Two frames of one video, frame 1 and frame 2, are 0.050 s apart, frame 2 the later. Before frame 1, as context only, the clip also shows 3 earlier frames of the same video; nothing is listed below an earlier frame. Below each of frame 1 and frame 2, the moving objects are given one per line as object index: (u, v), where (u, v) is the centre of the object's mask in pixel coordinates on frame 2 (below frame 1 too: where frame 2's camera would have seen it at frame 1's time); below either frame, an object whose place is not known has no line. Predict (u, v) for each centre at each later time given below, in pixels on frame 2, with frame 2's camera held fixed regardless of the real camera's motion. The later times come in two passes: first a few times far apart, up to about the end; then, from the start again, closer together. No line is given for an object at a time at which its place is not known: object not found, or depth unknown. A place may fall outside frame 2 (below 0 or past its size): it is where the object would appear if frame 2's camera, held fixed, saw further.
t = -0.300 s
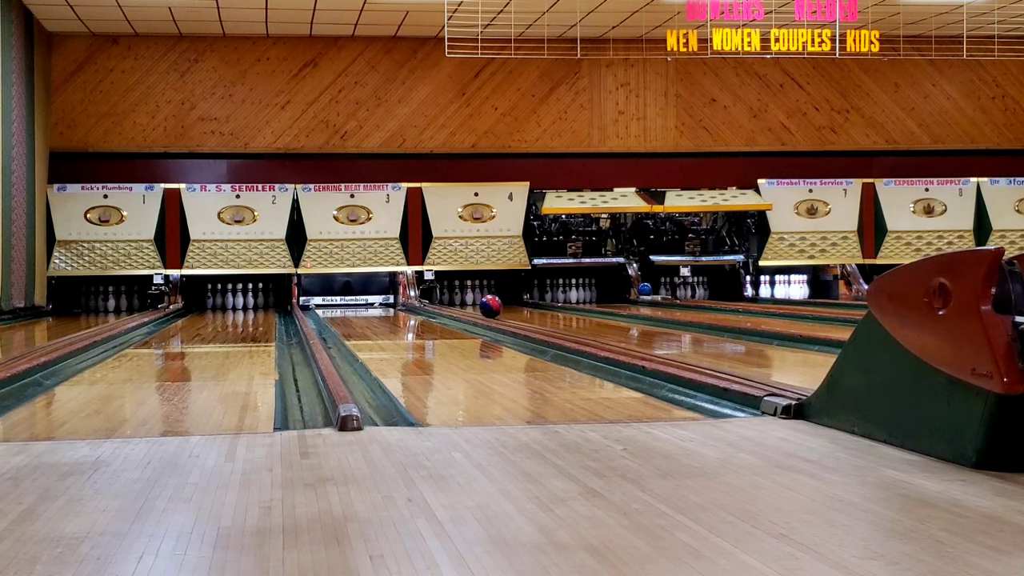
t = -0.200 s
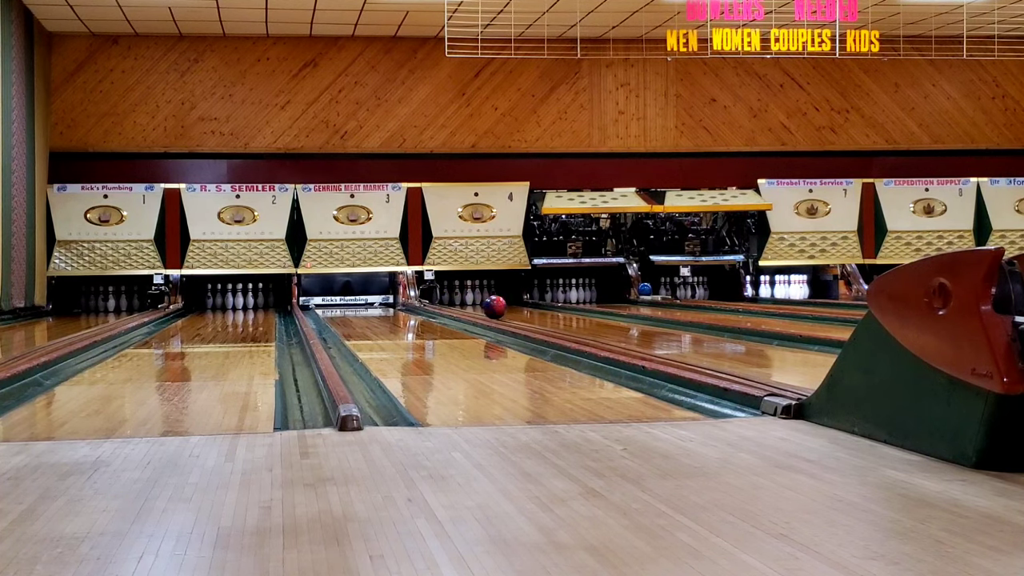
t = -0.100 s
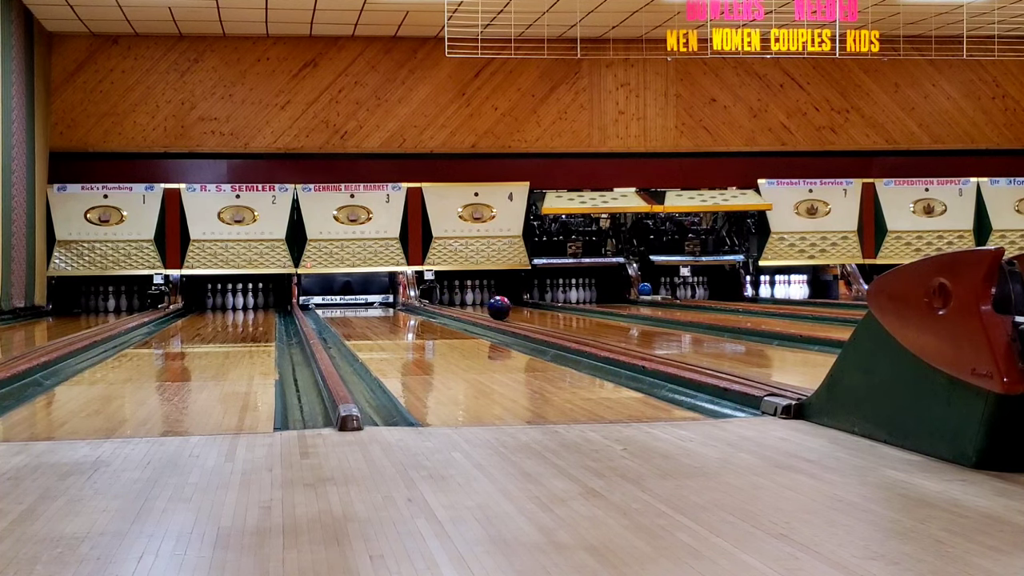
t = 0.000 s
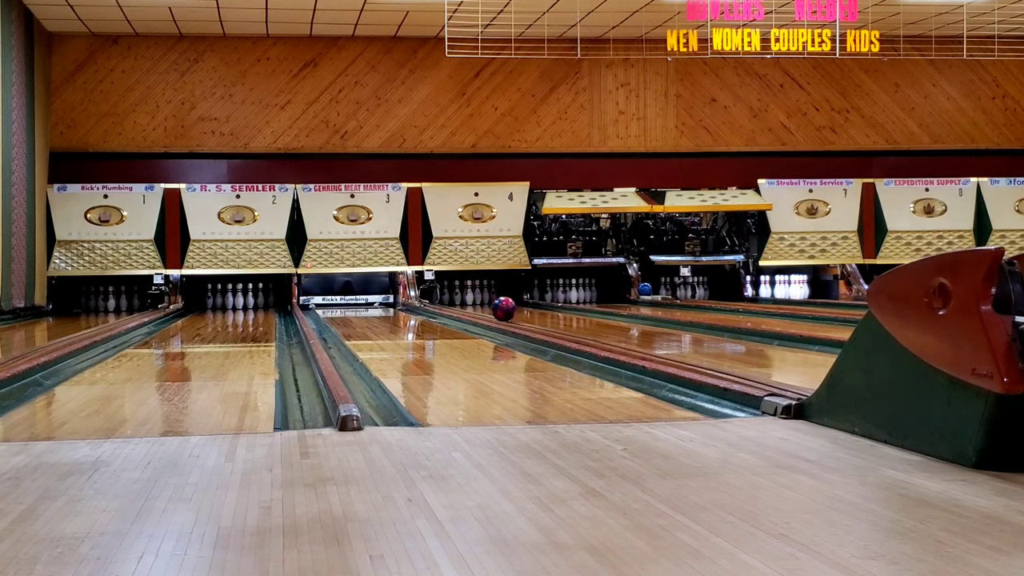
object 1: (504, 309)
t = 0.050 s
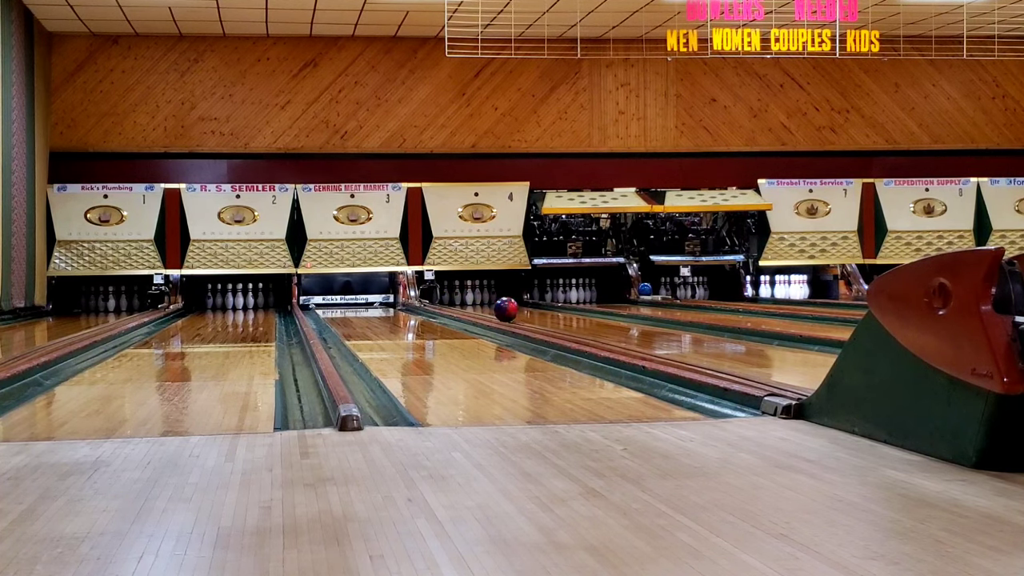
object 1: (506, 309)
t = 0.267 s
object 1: (516, 311)
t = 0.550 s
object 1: (532, 314)
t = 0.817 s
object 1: (549, 316)
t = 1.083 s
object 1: (567, 320)
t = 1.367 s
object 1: (590, 323)
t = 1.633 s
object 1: (614, 328)
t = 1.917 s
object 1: (646, 335)
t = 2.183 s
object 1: (683, 341)
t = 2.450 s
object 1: (726, 350)
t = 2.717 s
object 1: (780, 362)
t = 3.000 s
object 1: (832, 340)
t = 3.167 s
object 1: (863, 288)
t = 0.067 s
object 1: (507, 310)
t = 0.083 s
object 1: (508, 310)
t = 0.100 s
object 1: (508, 310)
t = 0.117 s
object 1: (509, 310)
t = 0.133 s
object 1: (510, 310)
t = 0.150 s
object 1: (511, 310)
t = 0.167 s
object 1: (512, 310)
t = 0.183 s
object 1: (512, 310)
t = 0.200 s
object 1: (513, 311)
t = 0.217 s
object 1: (514, 311)
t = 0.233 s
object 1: (515, 311)
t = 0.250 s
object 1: (516, 311)
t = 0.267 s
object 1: (516, 311)
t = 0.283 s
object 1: (517, 311)
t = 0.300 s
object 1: (518, 311)
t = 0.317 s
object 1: (519, 311)
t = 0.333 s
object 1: (520, 312)
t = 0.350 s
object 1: (521, 312)
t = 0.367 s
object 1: (522, 312)
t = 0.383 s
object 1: (523, 312)
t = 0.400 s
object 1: (524, 312)
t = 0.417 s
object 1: (525, 312)
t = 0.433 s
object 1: (525, 312)
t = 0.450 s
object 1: (526, 312)
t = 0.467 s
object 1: (527, 313)
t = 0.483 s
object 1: (528, 313)
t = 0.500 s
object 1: (529, 313)
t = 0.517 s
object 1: (530, 313)
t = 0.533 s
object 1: (531, 313)
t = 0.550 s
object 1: (532, 314)
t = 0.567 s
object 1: (533, 314)
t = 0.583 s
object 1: (534, 314)
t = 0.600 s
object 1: (535, 314)
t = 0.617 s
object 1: (536, 314)
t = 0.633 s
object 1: (537, 314)
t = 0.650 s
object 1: (538, 314)
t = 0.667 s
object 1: (539, 315)
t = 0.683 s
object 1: (540, 315)
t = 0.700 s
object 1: (541, 315)
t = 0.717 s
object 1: (542, 315)
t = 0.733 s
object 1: (543, 315)
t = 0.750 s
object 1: (544, 315)
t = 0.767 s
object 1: (545, 316)
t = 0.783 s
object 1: (546, 316)
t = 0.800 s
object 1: (547, 316)
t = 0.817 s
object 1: (549, 316)
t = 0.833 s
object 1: (549, 316)
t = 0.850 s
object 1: (550, 316)
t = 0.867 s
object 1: (551, 317)
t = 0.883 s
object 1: (553, 317)
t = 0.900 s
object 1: (554, 317)
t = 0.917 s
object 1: (555, 317)
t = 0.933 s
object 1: (556, 318)
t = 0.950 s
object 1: (557, 318)
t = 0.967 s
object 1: (558, 318)
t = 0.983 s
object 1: (560, 318)
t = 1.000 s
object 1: (561, 319)
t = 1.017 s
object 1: (562, 319)
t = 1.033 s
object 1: (564, 319)
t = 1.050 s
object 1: (565, 319)
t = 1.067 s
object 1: (566, 319)
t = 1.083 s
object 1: (567, 320)
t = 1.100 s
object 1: (568, 320)
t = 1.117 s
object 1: (570, 320)
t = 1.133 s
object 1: (571, 320)
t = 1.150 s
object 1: (572, 320)
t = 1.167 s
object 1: (574, 321)
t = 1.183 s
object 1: (575, 321)
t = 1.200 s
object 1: (576, 321)
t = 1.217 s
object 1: (578, 321)
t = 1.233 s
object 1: (579, 321)
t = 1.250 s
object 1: (580, 322)
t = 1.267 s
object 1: (582, 321)
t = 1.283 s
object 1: (583, 322)
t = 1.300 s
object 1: (584, 322)
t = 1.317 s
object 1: (586, 322)
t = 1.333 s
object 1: (587, 323)
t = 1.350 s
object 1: (589, 323)
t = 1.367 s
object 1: (590, 323)
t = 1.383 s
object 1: (591, 323)
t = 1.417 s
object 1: (594, 324)
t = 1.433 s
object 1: (596, 324)
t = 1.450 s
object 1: (597, 325)
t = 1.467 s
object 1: (599, 325)
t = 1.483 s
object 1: (600, 325)
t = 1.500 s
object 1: (602, 326)
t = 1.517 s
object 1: (604, 326)
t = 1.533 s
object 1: (605, 326)
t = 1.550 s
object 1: (607, 326)
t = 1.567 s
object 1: (608, 327)
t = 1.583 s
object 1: (610, 327)
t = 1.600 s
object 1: (611, 327)
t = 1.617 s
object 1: (613, 328)
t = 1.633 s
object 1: (614, 328)
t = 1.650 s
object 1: (616, 329)
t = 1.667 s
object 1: (618, 329)
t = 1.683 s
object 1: (620, 329)
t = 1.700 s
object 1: (622, 330)
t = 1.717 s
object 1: (624, 330)
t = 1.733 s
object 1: (626, 330)
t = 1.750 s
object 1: (627, 331)
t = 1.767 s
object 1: (629, 331)
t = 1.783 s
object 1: (631, 332)
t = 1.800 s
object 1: (632, 332)
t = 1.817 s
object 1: (634, 332)
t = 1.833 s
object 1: (636, 333)
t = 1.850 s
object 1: (639, 333)
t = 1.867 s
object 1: (641, 333)
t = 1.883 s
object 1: (643, 334)
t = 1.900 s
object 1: (645, 334)
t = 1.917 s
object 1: (646, 335)
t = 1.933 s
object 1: (649, 335)
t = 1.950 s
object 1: (650, 335)
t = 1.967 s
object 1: (652, 336)
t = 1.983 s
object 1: (655, 336)
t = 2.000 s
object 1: (657, 336)
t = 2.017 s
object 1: (659, 337)
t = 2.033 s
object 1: (662, 337)
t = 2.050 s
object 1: (664, 338)
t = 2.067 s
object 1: (666, 338)
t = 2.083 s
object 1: (668, 339)
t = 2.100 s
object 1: (671, 339)
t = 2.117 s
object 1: (673, 339)
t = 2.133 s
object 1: (675, 340)
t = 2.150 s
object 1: (678, 340)
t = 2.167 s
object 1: (680, 341)
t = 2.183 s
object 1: (683, 341)
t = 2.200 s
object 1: (685, 342)
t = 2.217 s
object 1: (688, 342)
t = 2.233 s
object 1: (690, 343)
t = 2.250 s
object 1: (693, 343)
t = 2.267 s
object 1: (695, 344)
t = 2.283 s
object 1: (698, 344)
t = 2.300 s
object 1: (701, 345)
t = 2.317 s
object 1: (703, 345)
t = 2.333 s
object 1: (706, 346)
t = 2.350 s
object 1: (708, 346)
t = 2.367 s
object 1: (711, 347)
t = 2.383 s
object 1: (714, 348)
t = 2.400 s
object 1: (717, 348)
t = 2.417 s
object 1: (720, 349)
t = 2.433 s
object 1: (723, 350)
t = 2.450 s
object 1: (726, 350)
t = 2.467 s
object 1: (729, 351)
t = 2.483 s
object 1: (732, 351)
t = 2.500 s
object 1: (735, 352)
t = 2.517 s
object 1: (738, 353)
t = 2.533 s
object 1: (742, 354)
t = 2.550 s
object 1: (745, 354)
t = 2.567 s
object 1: (749, 355)
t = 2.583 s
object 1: (752, 356)
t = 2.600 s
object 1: (755, 356)
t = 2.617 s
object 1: (758, 357)
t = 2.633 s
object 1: (762, 358)
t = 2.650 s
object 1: (765, 359)
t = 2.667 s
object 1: (769, 360)
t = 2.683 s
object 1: (773, 360)
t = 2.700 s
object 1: (777, 361)
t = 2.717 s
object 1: (780, 362)
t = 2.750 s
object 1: (784, 363)
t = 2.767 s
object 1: (788, 364)
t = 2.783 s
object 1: (792, 365)
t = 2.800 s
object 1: (796, 366)
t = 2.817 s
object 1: (799, 366)
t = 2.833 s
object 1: (802, 366)
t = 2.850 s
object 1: (805, 366)
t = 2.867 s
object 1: (807, 366)
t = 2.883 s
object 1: (810, 366)
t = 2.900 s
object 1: (813, 365)
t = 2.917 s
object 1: (815, 363)
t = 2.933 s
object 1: (818, 361)
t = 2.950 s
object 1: (821, 358)
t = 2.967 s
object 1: (825, 353)
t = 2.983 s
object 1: (829, 346)
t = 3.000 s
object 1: (832, 340)
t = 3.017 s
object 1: (835, 335)
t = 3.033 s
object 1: (839, 329)
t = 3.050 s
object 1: (842, 324)
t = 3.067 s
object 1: (845, 319)
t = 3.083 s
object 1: (847, 315)
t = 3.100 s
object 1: (850, 310)
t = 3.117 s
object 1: (853, 304)
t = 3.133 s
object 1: (856, 298)
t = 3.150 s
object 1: (860, 292)
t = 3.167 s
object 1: (863, 288)
